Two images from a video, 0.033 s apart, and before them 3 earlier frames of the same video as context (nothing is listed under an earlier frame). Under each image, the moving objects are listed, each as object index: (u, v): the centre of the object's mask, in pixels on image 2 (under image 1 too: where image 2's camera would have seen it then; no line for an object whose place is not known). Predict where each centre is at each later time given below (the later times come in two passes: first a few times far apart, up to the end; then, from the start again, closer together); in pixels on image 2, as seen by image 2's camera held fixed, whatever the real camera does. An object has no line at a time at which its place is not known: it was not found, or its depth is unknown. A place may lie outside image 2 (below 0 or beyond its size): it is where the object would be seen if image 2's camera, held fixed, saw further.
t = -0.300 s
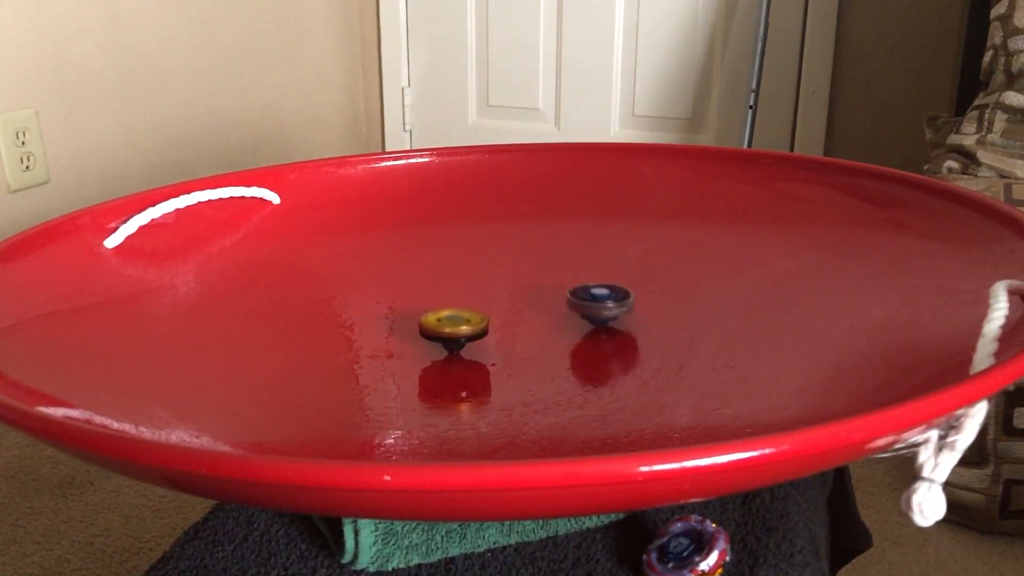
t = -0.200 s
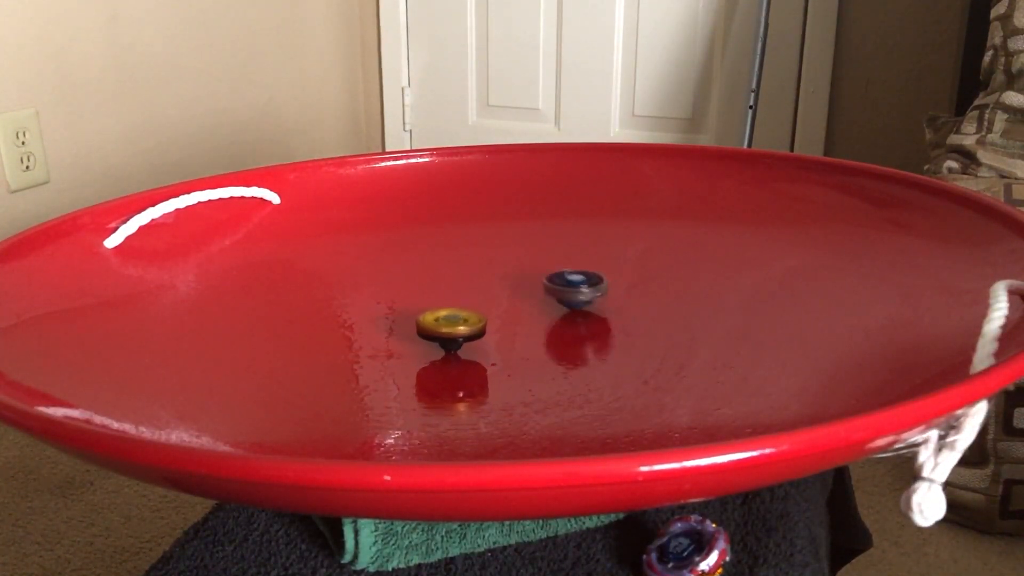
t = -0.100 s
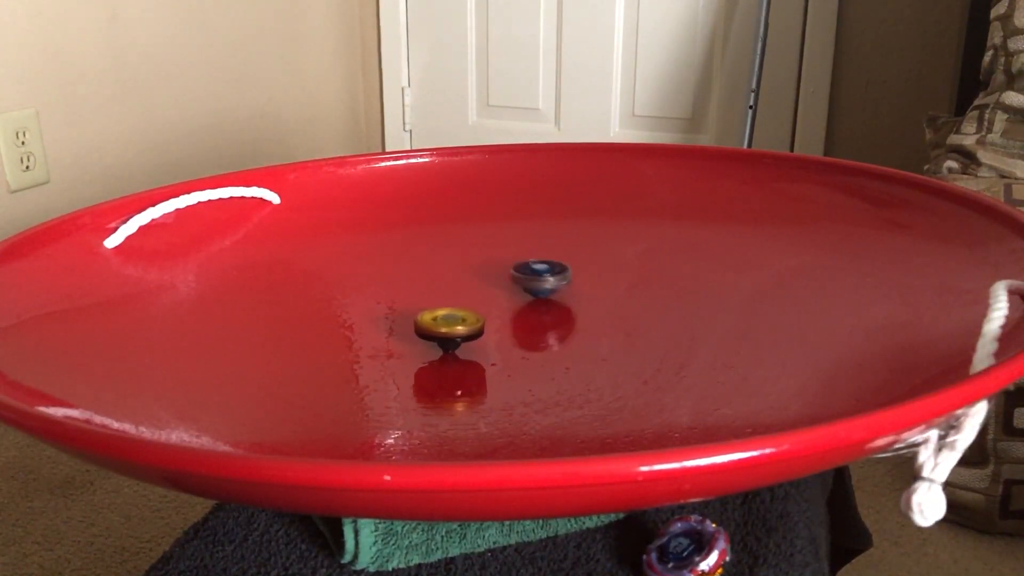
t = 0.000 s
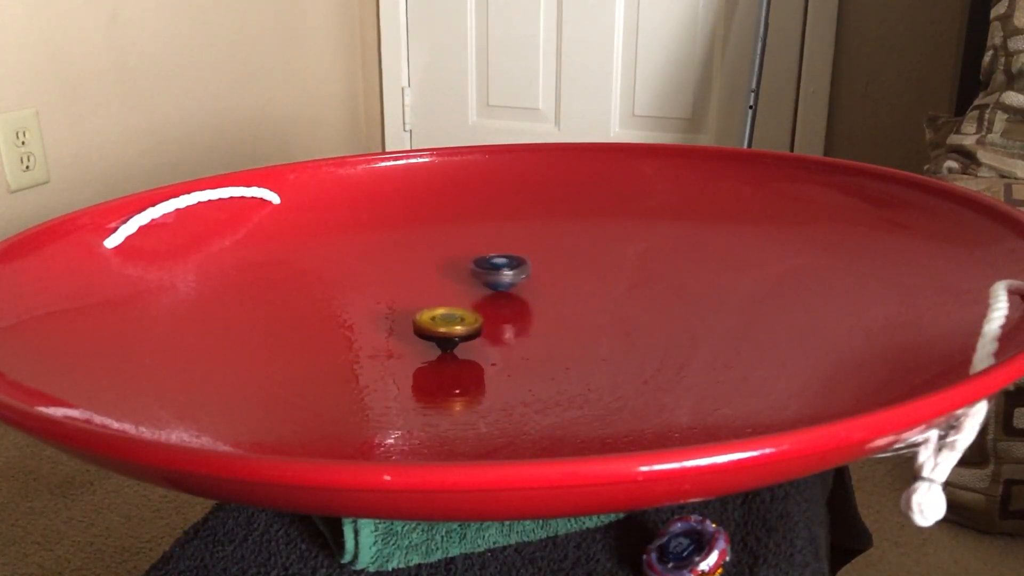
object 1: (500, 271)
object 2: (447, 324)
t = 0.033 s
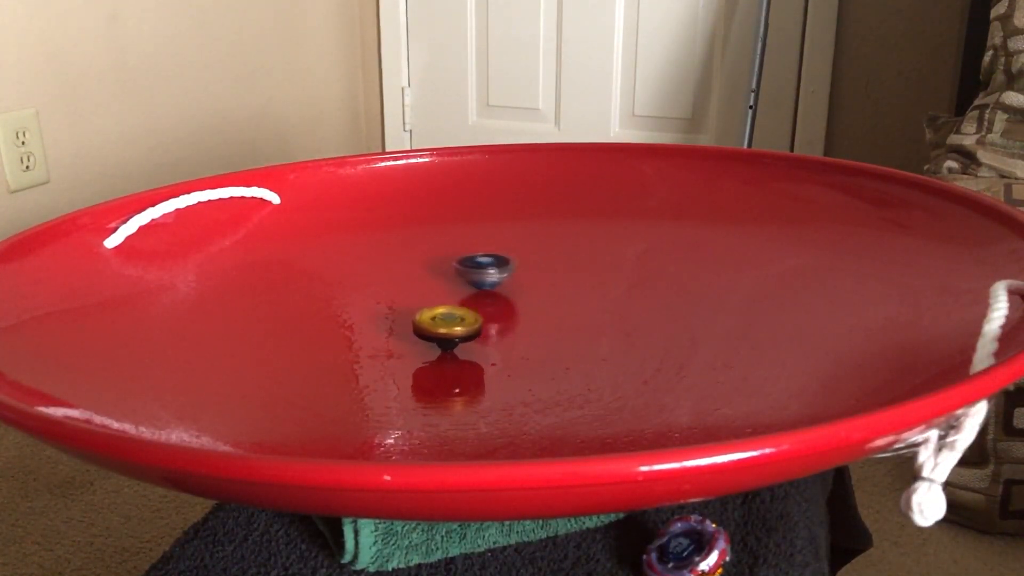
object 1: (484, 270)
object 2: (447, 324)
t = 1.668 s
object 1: (560, 287)
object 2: (451, 325)
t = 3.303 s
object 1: (599, 313)
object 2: (450, 324)
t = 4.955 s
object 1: (586, 341)
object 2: (449, 324)
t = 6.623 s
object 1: (555, 354)
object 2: (449, 323)
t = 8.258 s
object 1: (508, 366)
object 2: (447, 323)
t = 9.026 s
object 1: (449, 282)
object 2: (460, 324)
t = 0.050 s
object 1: (477, 269)
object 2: (447, 324)
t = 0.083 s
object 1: (462, 269)
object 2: (447, 324)
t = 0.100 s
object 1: (455, 269)
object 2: (447, 324)
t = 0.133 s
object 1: (439, 270)
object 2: (446, 324)
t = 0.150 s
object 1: (431, 270)
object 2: (447, 323)
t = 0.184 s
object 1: (416, 272)
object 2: (447, 323)
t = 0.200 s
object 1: (408, 273)
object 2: (447, 323)
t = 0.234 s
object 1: (394, 275)
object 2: (447, 323)
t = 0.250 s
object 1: (388, 276)
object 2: (447, 323)
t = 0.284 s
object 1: (373, 279)
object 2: (448, 323)
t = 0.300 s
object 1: (366, 281)
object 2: (447, 323)
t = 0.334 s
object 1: (354, 285)
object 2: (448, 323)
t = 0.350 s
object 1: (348, 287)
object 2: (448, 323)
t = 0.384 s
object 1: (337, 292)
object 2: (449, 323)
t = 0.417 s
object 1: (328, 297)
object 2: (449, 323)
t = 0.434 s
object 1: (323, 299)
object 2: (450, 323)
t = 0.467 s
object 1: (315, 305)
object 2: (450, 323)
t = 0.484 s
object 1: (311, 308)
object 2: (451, 323)
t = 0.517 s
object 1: (306, 314)
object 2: (451, 323)
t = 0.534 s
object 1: (304, 317)
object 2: (452, 323)
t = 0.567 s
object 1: (302, 323)
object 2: (452, 323)
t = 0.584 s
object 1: (301, 326)
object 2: (453, 323)
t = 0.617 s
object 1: (302, 333)
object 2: (453, 323)
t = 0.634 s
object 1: (303, 336)
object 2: (454, 323)
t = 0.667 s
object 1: (307, 342)
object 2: (454, 323)
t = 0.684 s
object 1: (309, 345)
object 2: (455, 324)
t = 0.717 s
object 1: (316, 351)
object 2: (455, 323)
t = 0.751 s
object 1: (326, 358)
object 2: (456, 323)
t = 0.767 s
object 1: (330, 360)
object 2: (456, 324)
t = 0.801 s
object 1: (342, 365)
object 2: (457, 324)
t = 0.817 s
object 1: (350, 368)
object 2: (457, 325)
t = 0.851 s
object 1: (365, 372)
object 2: (458, 324)
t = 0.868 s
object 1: (373, 374)
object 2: (458, 324)
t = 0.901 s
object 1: (391, 377)
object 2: (458, 324)
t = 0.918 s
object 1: (401, 378)
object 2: (458, 324)
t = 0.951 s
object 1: (420, 380)
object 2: (459, 324)
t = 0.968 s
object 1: (430, 380)
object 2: (458, 325)
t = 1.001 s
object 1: (450, 381)
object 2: (459, 325)
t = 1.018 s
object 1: (460, 382)
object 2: (458, 325)
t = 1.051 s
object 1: (479, 379)
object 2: (458, 325)
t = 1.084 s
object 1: (497, 378)
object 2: (458, 325)
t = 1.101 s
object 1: (507, 377)
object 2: (458, 325)
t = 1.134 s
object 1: (529, 373)
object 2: (458, 325)
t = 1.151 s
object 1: (537, 372)
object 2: (458, 325)
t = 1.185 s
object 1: (553, 367)
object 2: (457, 326)
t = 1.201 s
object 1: (560, 365)
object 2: (457, 326)
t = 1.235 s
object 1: (574, 360)
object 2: (457, 326)
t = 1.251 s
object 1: (579, 357)
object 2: (457, 326)
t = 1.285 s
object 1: (589, 351)
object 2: (456, 326)
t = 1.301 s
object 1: (593, 348)
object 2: (456, 326)
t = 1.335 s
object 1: (600, 342)
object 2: (455, 326)
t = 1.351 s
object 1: (603, 339)
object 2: (455, 326)
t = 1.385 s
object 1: (606, 333)
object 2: (455, 326)
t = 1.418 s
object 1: (608, 326)
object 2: (454, 326)
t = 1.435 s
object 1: (608, 323)
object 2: (454, 326)
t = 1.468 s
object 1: (606, 317)
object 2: (453, 326)
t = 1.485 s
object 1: (604, 314)
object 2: (453, 326)
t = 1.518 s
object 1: (599, 308)
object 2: (453, 326)
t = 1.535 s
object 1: (596, 305)
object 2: (452, 326)
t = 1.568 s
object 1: (589, 300)
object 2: (452, 325)
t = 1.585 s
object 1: (585, 298)
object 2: (452, 325)
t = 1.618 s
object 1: (575, 294)
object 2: (451, 325)
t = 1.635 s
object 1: (571, 291)
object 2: (451, 325)
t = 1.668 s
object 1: (560, 287)
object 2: (451, 325)
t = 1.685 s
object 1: (555, 286)
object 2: (451, 325)
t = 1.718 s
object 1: (542, 282)
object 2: (450, 325)
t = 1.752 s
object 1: (529, 280)
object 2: (450, 324)
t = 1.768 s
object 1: (523, 279)
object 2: (450, 324)
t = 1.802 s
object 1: (509, 276)
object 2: (450, 325)
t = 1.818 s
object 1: (502, 276)
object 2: (450, 324)
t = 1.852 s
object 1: (487, 275)
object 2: (451, 324)
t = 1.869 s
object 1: (480, 274)
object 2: (451, 324)
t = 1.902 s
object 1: (466, 274)
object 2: (451, 323)
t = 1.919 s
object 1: (458, 274)
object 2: (451, 323)
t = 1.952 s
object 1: (443, 274)
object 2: (452, 323)
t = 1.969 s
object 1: (436, 274)
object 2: (452, 323)
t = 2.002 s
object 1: (421, 275)
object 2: (452, 323)
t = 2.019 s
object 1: (413, 275)
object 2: (452, 323)
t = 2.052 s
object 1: (399, 277)
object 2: (452, 323)
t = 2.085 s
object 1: (386, 280)
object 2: (453, 323)
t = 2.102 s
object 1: (379, 281)
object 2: (453, 322)
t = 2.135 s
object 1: (365, 284)
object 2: (453, 323)
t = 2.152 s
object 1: (358, 286)
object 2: (453, 322)
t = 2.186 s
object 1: (347, 289)
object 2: (454, 323)
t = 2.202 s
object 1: (341, 292)
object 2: (454, 323)
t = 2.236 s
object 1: (330, 296)
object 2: (455, 323)
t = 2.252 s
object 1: (325, 298)
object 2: (455, 323)
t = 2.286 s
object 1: (317, 303)
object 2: (456, 323)
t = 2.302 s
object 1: (314, 306)
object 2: (456, 323)
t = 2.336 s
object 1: (307, 311)
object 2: (456, 323)
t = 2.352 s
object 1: (305, 314)
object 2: (456, 323)
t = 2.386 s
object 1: (302, 320)
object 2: (457, 323)
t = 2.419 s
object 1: (300, 327)
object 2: (457, 324)
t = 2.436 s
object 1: (301, 330)
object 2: (458, 323)
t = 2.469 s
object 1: (302, 336)
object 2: (458, 324)
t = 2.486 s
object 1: (304, 339)
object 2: (458, 323)
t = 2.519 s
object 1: (310, 345)
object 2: (458, 323)
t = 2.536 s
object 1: (313, 348)
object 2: (458, 323)
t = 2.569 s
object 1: (322, 354)
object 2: (458, 323)
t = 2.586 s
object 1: (327, 356)
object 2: (458, 323)
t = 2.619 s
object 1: (339, 361)
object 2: (458, 323)
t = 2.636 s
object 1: (345, 364)
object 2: (458, 323)
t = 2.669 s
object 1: (359, 368)
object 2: (458, 324)
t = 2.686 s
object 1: (367, 370)
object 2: (458, 324)
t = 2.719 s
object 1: (385, 373)
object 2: (459, 324)
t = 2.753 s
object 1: (403, 375)
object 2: (458, 324)
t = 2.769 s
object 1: (412, 376)
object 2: (458, 324)
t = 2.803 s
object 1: (433, 377)
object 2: (457, 324)
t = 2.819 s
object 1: (444, 377)
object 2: (458, 324)
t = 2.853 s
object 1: (461, 378)
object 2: (457, 324)
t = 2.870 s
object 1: (470, 376)
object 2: (457, 324)
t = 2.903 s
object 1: (490, 374)
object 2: (457, 324)
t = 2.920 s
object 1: (498, 373)
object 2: (456, 324)
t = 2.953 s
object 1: (520, 370)
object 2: (456, 324)
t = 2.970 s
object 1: (528, 368)
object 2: (455, 324)
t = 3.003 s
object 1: (543, 364)
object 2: (455, 324)
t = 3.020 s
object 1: (550, 362)
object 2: (455, 324)
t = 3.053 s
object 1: (563, 358)
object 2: (455, 324)
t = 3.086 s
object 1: (575, 352)
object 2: (454, 324)
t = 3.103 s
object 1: (579, 349)
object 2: (454, 324)
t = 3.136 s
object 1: (588, 343)
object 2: (453, 324)
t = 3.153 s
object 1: (591, 340)
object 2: (453, 324)
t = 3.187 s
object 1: (597, 334)
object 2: (452, 324)
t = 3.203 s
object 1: (598, 331)
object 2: (452, 324)
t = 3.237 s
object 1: (600, 325)
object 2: (451, 324)
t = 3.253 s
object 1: (601, 322)
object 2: (451, 324)
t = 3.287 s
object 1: (600, 316)
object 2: (451, 324)
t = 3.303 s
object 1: (599, 313)
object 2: (450, 324)
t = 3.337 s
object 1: (595, 308)
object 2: (451, 324)
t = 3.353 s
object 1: (592, 305)
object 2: (450, 324)
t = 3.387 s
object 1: (586, 300)
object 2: (450, 323)
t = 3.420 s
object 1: (579, 295)
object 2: (450, 323)
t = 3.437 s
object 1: (574, 293)
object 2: (450, 323)
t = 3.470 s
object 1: (565, 289)
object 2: (450, 323)
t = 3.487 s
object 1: (560, 287)
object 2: (450, 323)
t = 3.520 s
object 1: (549, 284)
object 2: (450, 323)
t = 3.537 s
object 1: (543, 282)
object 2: (450, 323)
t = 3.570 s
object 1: (531, 280)
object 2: (450, 323)
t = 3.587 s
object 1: (525, 278)
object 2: (451, 322)
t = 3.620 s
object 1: (511, 277)
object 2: (451, 322)
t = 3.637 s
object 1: (504, 276)
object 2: (451, 322)
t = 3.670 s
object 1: (491, 275)
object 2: (452, 322)
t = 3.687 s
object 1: (484, 275)
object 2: (451, 322)
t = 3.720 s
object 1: (469, 274)
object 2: (452, 323)
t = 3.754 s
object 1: (453, 275)
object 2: (452, 321)
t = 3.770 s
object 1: (446, 275)
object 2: (453, 322)
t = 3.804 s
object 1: (433, 276)
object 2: (453, 323)
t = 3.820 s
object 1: (425, 277)
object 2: (454, 323)
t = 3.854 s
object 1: (411, 279)
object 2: (454, 323)
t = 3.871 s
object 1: (404, 280)
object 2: (454, 323)
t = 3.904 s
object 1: (391, 282)
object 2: (455, 323)
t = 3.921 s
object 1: (385, 284)
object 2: (455, 323)
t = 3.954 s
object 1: (372, 287)
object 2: (456, 323)
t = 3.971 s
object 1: (366, 289)
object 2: (456, 323)
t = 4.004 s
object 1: (355, 293)
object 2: (456, 323)
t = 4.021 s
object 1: (349, 295)
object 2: (456, 324)
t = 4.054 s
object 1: (340, 300)
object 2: (457, 323)
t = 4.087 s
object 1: (333, 305)
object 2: (457, 323)
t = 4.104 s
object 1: (329, 308)
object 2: (458, 323)
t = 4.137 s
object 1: (323, 313)
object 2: (457, 323)
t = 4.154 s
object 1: (320, 316)
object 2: (458, 323)
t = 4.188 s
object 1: (316, 321)
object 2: (458, 323)
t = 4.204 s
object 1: (315, 324)
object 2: (458, 323)
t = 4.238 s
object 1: (315, 330)
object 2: (458, 324)
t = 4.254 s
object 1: (315, 333)
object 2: (458, 324)
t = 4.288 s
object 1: (317, 339)
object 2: (458, 324)
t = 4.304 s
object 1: (320, 342)
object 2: (458, 324)
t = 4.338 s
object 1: (325, 348)
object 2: (458, 324)
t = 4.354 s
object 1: (329, 351)
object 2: (457, 324)
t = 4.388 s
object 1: (337, 356)
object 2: (457, 324)
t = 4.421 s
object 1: (347, 361)
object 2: (456, 325)
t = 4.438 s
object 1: (353, 363)
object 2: (457, 324)
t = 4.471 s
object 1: (367, 367)
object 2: (456, 325)
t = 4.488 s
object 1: (375, 369)
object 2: (456, 325)
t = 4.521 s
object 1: (391, 372)
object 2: (455, 325)
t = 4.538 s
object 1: (400, 374)
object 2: (455, 325)
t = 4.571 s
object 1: (418, 376)
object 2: (455, 326)
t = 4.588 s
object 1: (427, 376)
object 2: (454, 325)
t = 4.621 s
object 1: (447, 378)
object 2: (454, 326)
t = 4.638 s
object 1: (454, 378)
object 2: (454, 326)
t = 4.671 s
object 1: (472, 377)
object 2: (453, 326)
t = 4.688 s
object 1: (482, 375)
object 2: (453, 326)
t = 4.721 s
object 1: (500, 373)
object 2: (452, 324)
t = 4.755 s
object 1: (517, 370)
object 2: (452, 324)
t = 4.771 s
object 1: (525, 368)
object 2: (451, 324)
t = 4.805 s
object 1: (542, 364)
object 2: (451, 324)
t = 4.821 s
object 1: (549, 362)
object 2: (451, 324)
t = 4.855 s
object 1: (561, 357)
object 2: (451, 324)
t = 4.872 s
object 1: (566, 354)
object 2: (450, 324)
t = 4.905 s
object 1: (575, 349)
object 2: (450, 324)
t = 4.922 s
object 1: (579, 346)
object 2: (450, 324)
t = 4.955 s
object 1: (586, 341)
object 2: (449, 324)
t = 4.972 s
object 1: (588, 338)
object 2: (450, 324)
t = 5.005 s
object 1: (591, 332)
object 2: (449, 323)
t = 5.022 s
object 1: (592, 329)
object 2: (449, 323)
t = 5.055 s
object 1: (592, 323)
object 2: (449, 323)
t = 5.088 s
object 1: (591, 317)
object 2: (450, 323)
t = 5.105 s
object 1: (589, 315)
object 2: (449, 323)
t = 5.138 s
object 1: (585, 309)
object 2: (450, 323)
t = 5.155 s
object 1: (581, 307)
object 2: (450, 323)
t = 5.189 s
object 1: (574, 302)
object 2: (450, 323)
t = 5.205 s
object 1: (570, 299)
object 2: (451, 323)
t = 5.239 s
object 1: (562, 295)
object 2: (451, 322)
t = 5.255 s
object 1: (557, 293)
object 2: (451, 323)
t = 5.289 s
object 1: (547, 290)
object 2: (451, 323)
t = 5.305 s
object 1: (541, 288)
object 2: (452, 323)
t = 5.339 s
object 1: (530, 285)
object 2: (452, 323)
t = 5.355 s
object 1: (523, 284)
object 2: (452, 323)
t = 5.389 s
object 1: (511, 282)
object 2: (453, 323)
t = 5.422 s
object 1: (498, 280)
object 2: (454, 323)
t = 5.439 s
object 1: (491, 280)
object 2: (454, 323)
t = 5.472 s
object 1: (478, 278)
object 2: (455, 322)
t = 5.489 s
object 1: (471, 278)
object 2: (455, 323)
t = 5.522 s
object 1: (457, 278)
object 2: (455, 323)
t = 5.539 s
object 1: (449, 278)
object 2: (455, 322)
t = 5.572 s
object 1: (435, 278)
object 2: (456, 323)
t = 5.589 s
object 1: (428, 279)
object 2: (457, 323)
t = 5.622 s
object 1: (415, 280)
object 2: (457, 323)
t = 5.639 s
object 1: (408, 281)
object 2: (457, 324)
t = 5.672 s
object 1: (395, 283)
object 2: (459, 324)
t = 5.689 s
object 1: (390, 284)
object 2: (459, 324)
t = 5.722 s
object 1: (376, 287)
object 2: (459, 323)
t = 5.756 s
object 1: (363, 290)
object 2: (459, 323)
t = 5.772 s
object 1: (358, 292)
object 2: (459, 323)
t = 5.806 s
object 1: (348, 296)
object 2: (459, 324)
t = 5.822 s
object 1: (344, 298)
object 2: (459, 324)
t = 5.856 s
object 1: (335, 302)
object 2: (459, 324)
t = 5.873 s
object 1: (331, 305)
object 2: (459, 324)
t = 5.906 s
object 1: (325, 310)
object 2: (459, 324)
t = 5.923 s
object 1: (322, 313)
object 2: (459, 324)
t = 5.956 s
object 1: (319, 318)
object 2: (458, 324)
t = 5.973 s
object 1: (318, 321)
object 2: (459, 325)
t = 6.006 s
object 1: (316, 327)
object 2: (458, 325)
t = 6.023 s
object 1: (317, 330)
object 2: (458, 325)
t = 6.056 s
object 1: (319, 335)
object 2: (457, 325)
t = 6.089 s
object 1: (323, 341)
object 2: (457, 325)
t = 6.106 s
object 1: (326, 344)
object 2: (456, 325)
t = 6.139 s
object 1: (334, 349)
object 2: (456, 325)
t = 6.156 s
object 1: (338, 351)
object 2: (456, 325)
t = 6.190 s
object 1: (350, 356)
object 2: (455, 325)
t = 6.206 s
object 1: (356, 359)
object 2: (455, 327)
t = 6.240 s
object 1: (369, 363)
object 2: (454, 325)
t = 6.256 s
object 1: (376, 364)
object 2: (454, 325)
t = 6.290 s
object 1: (391, 367)
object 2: (453, 325)
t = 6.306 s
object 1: (399, 369)
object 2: (453, 327)
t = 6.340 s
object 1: (417, 370)
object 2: (452, 325)
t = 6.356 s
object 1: (426, 371)
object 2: (451, 325)
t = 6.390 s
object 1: (443, 372)
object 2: (451, 326)
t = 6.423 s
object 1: (460, 371)
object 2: (450, 324)
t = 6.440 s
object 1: (469, 371)
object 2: (450, 324)
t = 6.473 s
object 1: (487, 369)
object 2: (449, 324)
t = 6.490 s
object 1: (496, 368)
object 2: (449, 324)
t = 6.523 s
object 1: (514, 365)
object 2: (449, 324)
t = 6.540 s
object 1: (522, 364)
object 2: (448, 324)
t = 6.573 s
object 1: (536, 360)
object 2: (449, 324)
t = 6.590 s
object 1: (542, 358)
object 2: (449, 324)
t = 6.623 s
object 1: (555, 354)
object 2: (449, 323)
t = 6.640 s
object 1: (560, 352)
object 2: (449, 323)
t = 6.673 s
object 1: (569, 346)
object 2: (449, 323)
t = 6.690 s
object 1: (574, 344)
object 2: (449, 323)
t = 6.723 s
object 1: (581, 338)
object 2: (449, 323)
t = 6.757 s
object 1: (585, 332)
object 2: (449, 323)
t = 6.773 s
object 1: (587, 330)
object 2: (449, 324)
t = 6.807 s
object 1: (589, 324)
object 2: (450, 323)
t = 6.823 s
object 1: (589, 321)
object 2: (450, 323)
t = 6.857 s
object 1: (588, 316)
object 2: (450, 322)
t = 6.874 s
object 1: (587, 313)
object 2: (451, 323)
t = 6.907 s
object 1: (583, 308)
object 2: (451, 323)
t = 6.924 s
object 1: (580, 305)
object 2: (452, 323)
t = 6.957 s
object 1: (573, 301)
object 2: (452, 323)
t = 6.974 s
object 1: (570, 299)
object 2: (453, 323)
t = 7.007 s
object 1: (561, 295)
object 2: (453, 323)
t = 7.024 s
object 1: (557, 293)
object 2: (453, 322)
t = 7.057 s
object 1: (547, 290)
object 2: (455, 323)
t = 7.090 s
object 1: (536, 287)
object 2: (455, 323)
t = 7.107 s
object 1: (530, 285)
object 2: (456, 322)
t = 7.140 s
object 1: (518, 283)
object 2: (455, 323)
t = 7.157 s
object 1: (512, 283)
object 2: (456, 323)
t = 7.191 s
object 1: (499, 281)
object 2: (457, 323)
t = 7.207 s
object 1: (492, 281)
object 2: (457, 323)
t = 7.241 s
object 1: (479, 280)
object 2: (459, 323)
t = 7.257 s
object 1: (472, 280)
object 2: (458, 323)
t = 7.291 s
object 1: (459, 281)
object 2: (459, 324)
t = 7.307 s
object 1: (451, 281)
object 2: (459, 323)
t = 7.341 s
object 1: (438, 282)
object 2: (459, 323)
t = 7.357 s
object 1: (430, 283)
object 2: (460, 323)
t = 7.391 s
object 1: (417, 284)
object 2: (459, 323)
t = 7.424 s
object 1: (404, 287)
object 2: (460, 324)
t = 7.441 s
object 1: (398, 288)
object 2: (460, 324)
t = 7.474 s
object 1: (386, 291)
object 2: (459, 324)
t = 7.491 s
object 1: (381, 293)
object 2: (459, 324)
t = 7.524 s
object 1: (370, 296)
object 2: (459, 324)
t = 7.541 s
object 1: (366, 298)
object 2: (459, 325)
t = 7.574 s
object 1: (355, 302)
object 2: (458, 325)
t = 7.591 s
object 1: (351, 305)
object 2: (458, 325)
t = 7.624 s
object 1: (344, 309)
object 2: (457, 325)
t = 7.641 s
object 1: (341, 312)
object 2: (457, 325)
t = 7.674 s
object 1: (335, 317)
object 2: (457, 325)
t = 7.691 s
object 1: (333, 319)
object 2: (456, 325)
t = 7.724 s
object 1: (330, 325)
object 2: (456, 325)
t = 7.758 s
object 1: (330, 330)
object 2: (455, 325)
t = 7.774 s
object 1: (330, 333)
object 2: (455, 325)
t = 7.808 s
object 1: (332, 338)
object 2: (454, 326)
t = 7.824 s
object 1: (333, 341)
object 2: (453, 325)
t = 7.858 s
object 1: (338, 346)
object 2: (453, 325)
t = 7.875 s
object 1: (342, 349)
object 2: (452, 325)
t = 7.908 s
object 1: (349, 354)
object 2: (452, 325)
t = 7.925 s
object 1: (354, 356)
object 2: (451, 325)
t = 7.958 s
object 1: (365, 360)
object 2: (450, 325)
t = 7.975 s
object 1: (371, 362)
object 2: (450, 325)
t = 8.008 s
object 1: (384, 365)
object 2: (449, 325)
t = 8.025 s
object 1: (392, 367)
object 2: (450, 324)
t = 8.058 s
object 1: (408, 369)
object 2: (449, 324)
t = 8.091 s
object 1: (424, 371)
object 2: (448, 324)
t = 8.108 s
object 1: (432, 372)
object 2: (449, 325)
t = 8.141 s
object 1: (448, 371)
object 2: (447, 324)
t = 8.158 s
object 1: (455, 372)
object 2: (448, 323)
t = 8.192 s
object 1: (473, 371)
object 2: (447, 323)
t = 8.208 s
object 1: (482, 370)
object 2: (447, 323)
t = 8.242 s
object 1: (500, 367)
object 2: (448, 323)
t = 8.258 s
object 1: (508, 366)
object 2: (447, 323)
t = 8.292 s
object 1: (522, 363)
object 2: (448, 324)
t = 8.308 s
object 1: (529, 361)
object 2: (448, 324)
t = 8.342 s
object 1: (542, 357)
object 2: (449, 323)
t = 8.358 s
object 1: (547, 355)
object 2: (449, 324)
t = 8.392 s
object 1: (556, 349)
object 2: (449, 323)
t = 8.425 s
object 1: (564, 344)
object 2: (450, 323)
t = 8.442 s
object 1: (567, 342)
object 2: (450, 323)
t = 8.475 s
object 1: (572, 336)
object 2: (451, 323)
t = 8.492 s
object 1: (574, 333)
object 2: (451, 323)
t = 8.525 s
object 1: (576, 328)
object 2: (452, 322)
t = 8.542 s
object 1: (576, 325)
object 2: (453, 322)
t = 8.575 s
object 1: (575, 320)
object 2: (453, 322)
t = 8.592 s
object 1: (574, 317)
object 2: (454, 322)
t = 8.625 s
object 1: (571, 312)
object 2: (455, 322)
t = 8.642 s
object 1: (569, 310)
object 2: (455, 322)
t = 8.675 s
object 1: (563, 306)
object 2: (456, 323)
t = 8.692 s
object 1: (559, 303)
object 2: (456, 323)
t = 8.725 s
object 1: (552, 299)
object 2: (457, 322)
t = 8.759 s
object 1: (544, 295)
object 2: (458, 323)
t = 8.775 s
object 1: (539, 294)
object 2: (458, 323)
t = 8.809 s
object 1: (529, 291)
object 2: (458, 324)
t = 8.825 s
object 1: (524, 289)
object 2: (459, 324)
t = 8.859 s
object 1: (512, 287)
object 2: (459, 323)
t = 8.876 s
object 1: (506, 286)
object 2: (459, 323)
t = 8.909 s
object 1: (494, 284)
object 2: (460, 323)
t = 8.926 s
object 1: (488, 284)
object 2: (460, 324)
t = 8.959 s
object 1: (475, 283)
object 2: (460, 325)
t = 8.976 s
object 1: (468, 282)
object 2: (460, 325)
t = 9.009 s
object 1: (455, 282)
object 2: (460, 325)
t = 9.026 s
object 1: (449, 282)
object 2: (460, 324)
